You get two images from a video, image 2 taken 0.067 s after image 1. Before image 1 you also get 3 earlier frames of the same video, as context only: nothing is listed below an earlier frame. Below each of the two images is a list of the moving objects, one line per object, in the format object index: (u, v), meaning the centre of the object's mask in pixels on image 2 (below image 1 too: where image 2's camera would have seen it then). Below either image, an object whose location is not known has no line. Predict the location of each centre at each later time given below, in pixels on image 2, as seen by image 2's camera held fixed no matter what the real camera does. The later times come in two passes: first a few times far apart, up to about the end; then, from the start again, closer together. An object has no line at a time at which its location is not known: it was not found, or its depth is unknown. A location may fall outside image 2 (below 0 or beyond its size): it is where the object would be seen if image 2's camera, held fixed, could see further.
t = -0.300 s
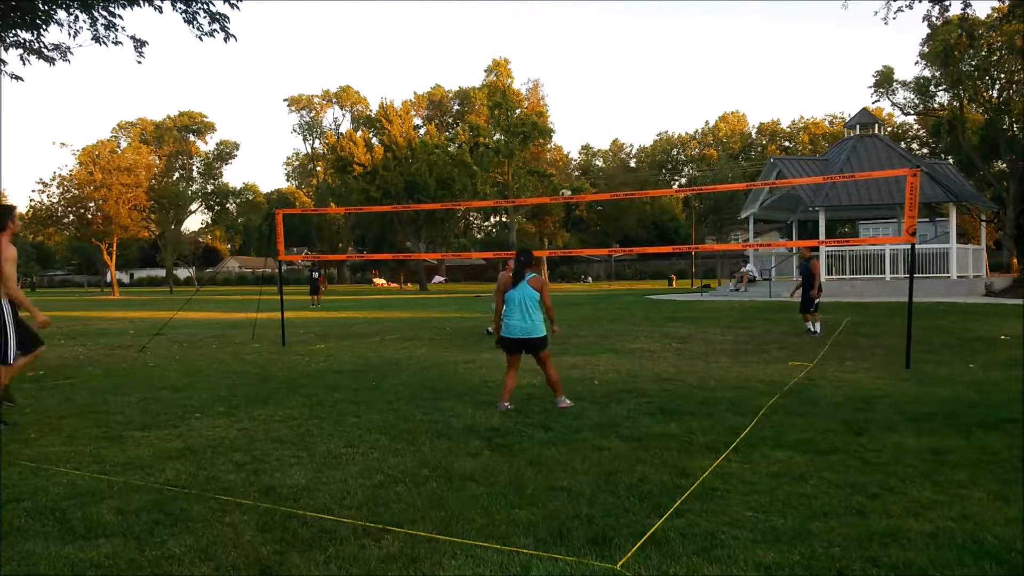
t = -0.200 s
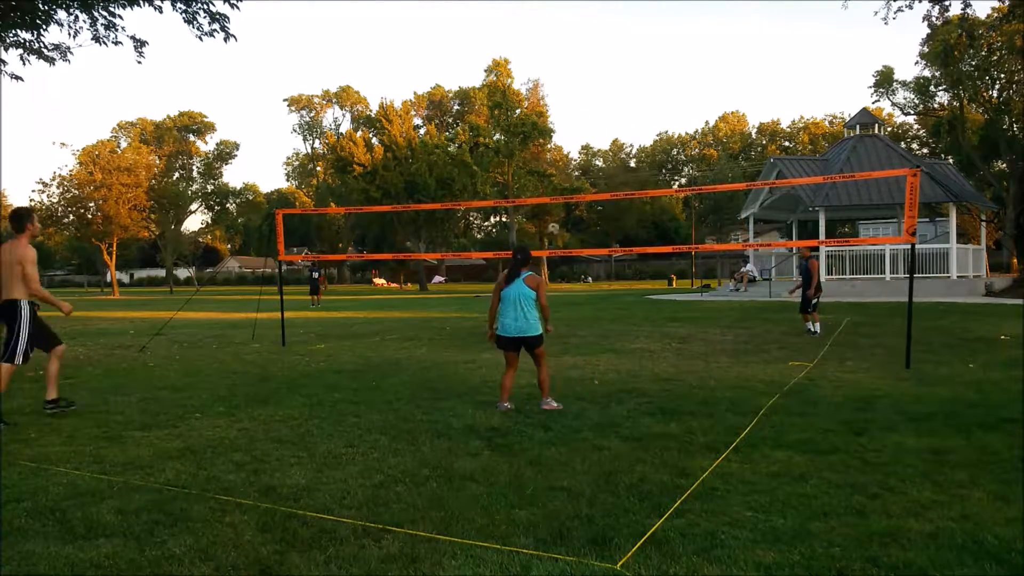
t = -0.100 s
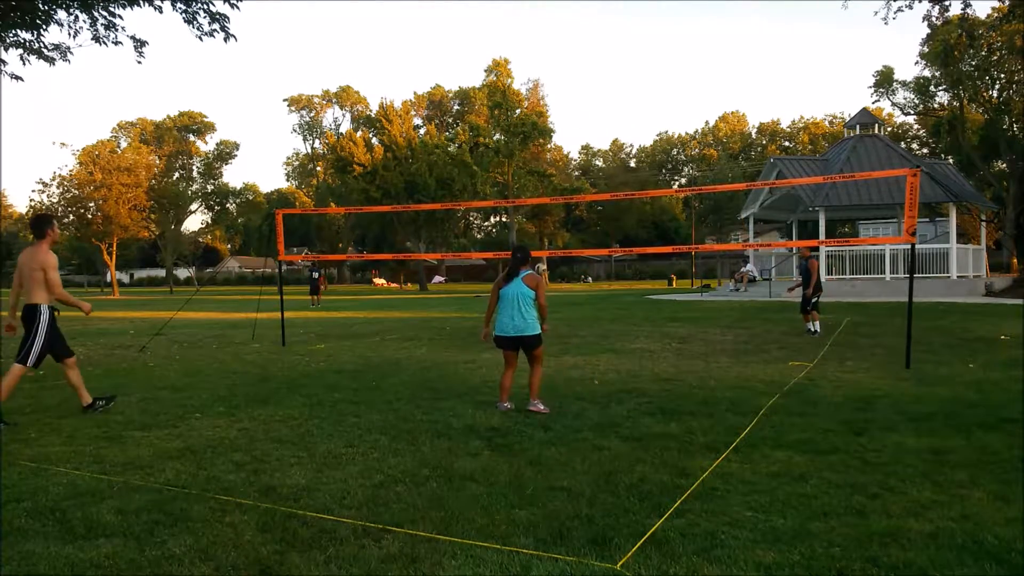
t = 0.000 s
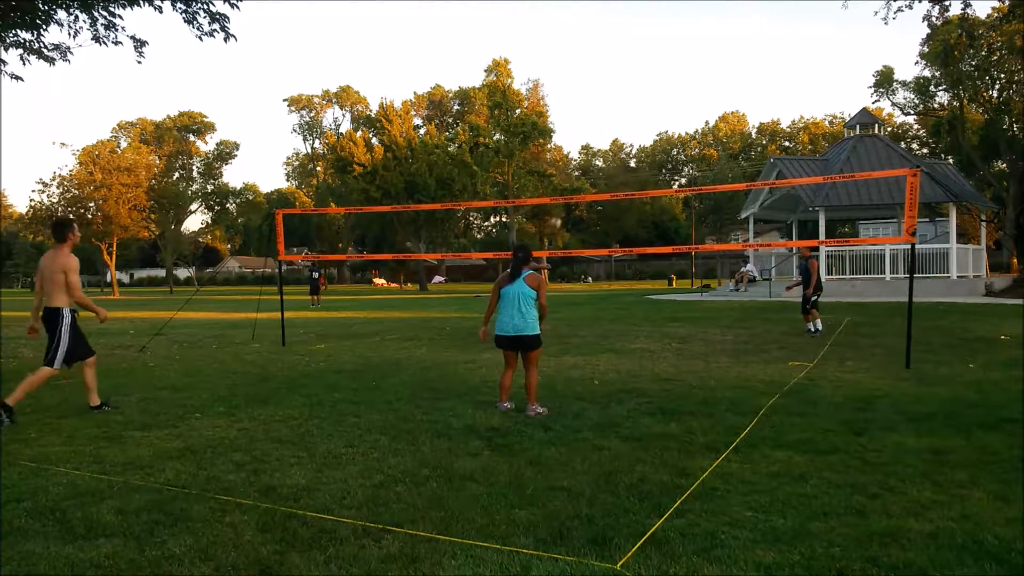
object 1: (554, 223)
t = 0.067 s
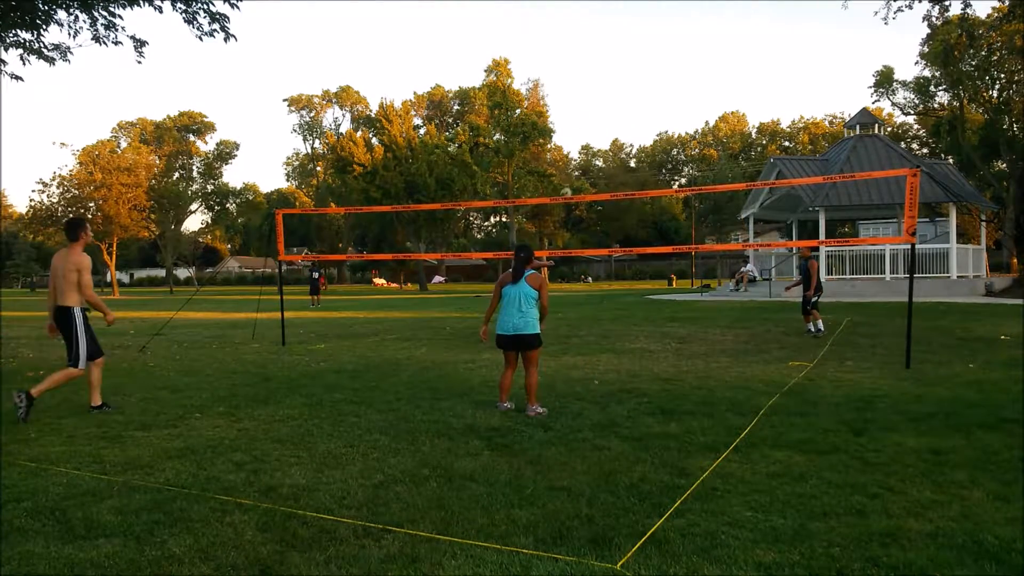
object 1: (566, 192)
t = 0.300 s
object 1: (603, 107)
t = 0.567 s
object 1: (645, 46)
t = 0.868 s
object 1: (692, 25)
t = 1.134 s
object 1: (733, 48)
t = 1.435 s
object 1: (778, 120)
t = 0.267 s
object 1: (598, 118)
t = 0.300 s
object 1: (603, 107)
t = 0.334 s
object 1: (608, 98)
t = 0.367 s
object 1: (614, 89)
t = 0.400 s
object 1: (619, 80)
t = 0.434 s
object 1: (624, 72)
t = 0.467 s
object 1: (630, 65)
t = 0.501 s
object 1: (635, 58)
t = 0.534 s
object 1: (640, 52)
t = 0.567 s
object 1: (645, 46)
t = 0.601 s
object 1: (650, 41)
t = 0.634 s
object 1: (656, 37)
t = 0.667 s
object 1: (661, 34)
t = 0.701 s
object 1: (666, 31)
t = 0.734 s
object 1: (671, 28)
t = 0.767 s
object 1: (676, 26)
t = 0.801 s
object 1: (682, 25)
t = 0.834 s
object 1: (687, 25)
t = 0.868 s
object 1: (692, 25)
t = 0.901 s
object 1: (697, 25)
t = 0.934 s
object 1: (702, 27)
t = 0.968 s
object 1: (707, 29)
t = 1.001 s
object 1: (712, 31)
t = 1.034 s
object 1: (718, 35)
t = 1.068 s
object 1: (723, 38)
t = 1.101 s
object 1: (728, 43)
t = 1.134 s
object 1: (733, 48)
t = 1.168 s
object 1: (738, 54)
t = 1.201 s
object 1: (743, 60)
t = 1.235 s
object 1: (748, 67)
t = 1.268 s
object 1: (753, 74)
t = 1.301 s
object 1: (758, 82)
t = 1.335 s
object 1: (764, 91)
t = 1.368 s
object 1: (769, 100)
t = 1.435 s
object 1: (778, 120)
